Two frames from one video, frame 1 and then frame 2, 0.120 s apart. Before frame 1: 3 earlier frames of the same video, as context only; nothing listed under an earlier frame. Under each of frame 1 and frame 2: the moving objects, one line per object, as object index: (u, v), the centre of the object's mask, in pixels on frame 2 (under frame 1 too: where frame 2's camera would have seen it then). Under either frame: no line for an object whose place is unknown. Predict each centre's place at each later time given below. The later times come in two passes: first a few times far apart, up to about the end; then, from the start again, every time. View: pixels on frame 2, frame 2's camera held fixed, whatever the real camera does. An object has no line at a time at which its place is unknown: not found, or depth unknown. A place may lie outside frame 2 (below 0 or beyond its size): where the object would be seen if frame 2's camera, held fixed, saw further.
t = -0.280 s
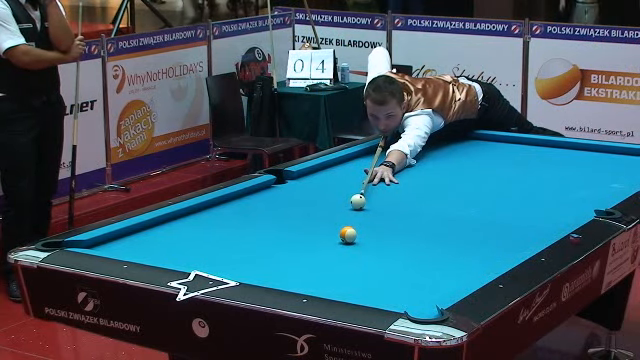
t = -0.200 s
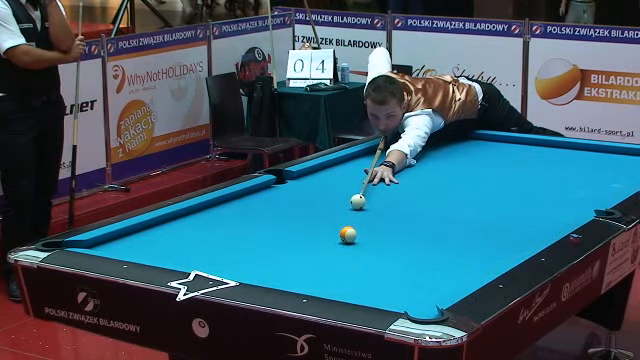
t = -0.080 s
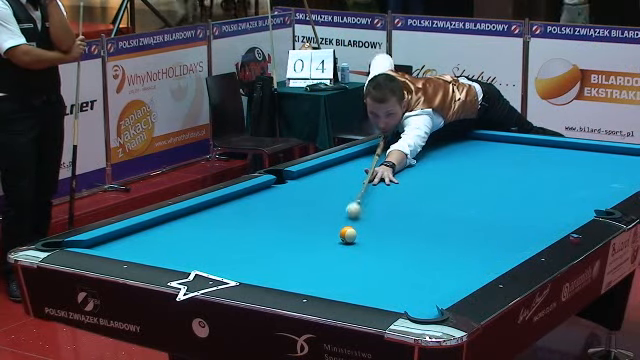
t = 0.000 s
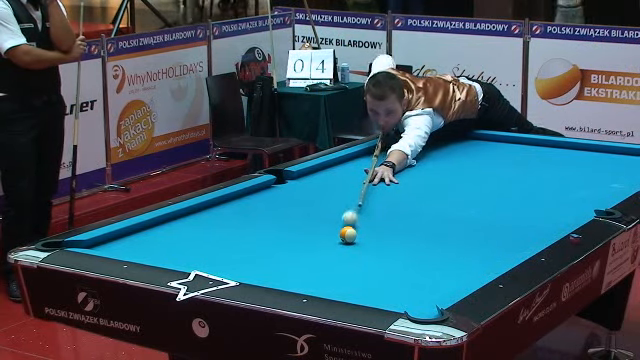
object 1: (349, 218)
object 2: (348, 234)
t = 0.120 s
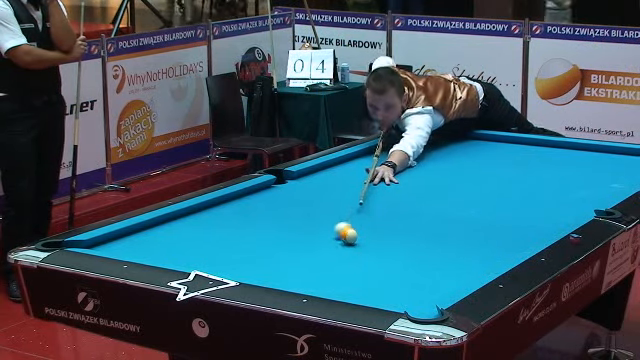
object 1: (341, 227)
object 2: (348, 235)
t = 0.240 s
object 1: (328, 233)
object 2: (357, 246)
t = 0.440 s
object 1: (306, 239)
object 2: (369, 261)
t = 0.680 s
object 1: (279, 246)
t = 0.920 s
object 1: (252, 254)
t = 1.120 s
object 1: (230, 260)
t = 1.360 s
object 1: (204, 264)
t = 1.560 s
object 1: (201, 263)
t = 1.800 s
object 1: (212, 259)
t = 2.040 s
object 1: (222, 254)
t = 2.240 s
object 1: (230, 250)
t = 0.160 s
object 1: (337, 231)
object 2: (352, 239)
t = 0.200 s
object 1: (333, 232)
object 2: (355, 243)
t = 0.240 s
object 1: (328, 233)
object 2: (357, 246)
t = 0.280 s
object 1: (324, 234)
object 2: (360, 249)
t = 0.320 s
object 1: (319, 235)
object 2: (362, 252)
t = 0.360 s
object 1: (315, 236)
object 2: (364, 255)
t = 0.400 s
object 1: (311, 238)
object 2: (367, 258)
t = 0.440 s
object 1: (306, 239)
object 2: (369, 261)
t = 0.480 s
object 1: (302, 240)
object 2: (371, 264)
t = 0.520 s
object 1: (297, 241)
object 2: (373, 267)
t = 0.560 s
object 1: (293, 243)
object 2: (376, 270)
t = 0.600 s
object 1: (288, 244)
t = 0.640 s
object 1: (283, 245)
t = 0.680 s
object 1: (279, 246)
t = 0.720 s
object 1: (275, 247)
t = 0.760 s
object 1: (270, 249)
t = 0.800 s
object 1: (265, 250)
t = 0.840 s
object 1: (261, 251)
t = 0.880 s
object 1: (257, 253)
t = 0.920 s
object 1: (252, 254)
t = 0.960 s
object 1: (247, 255)
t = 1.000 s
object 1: (243, 256)
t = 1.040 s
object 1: (239, 257)
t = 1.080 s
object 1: (235, 258)
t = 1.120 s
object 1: (230, 260)
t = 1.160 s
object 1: (226, 261)
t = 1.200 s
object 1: (222, 262)
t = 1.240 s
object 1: (217, 263)
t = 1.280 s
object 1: (213, 263)
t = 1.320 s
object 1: (209, 264)
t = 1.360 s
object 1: (204, 264)
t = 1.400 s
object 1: (200, 264)
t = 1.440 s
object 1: (197, 265)
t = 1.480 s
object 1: (197, 265)
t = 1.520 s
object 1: (199, 264)
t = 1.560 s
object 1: (201, 263)
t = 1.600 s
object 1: (202, 263)
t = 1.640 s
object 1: (204, 262)
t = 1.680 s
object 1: (207, 262)
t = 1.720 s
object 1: (209, 261)
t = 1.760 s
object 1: (210, 261)
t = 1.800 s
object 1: (212, 259)
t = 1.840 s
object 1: (214, 259)
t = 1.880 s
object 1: (215, 258)
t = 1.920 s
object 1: (217, 257)
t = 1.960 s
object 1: (219, 256)
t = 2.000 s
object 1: (221, 255)
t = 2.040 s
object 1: (222, 254)
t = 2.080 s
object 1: (224, 253)
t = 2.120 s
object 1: (225, 252)
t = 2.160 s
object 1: (227, 251)
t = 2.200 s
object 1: (229, 251)
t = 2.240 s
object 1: (230, 250)
